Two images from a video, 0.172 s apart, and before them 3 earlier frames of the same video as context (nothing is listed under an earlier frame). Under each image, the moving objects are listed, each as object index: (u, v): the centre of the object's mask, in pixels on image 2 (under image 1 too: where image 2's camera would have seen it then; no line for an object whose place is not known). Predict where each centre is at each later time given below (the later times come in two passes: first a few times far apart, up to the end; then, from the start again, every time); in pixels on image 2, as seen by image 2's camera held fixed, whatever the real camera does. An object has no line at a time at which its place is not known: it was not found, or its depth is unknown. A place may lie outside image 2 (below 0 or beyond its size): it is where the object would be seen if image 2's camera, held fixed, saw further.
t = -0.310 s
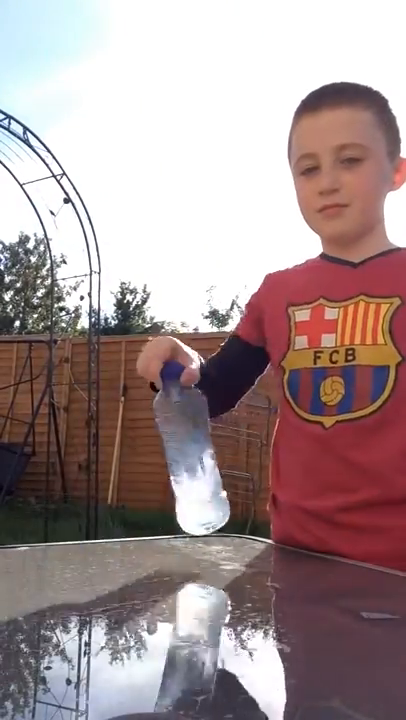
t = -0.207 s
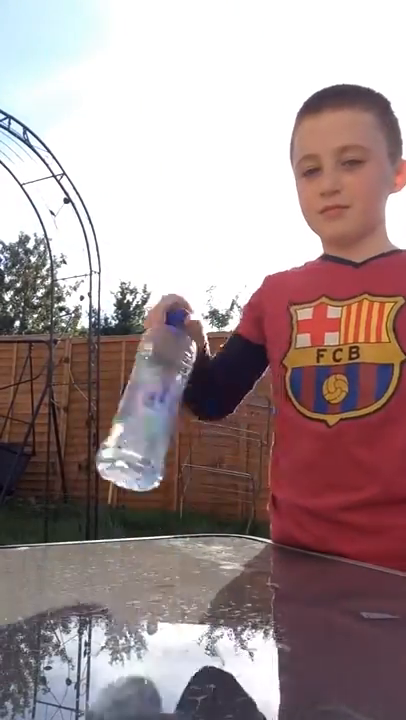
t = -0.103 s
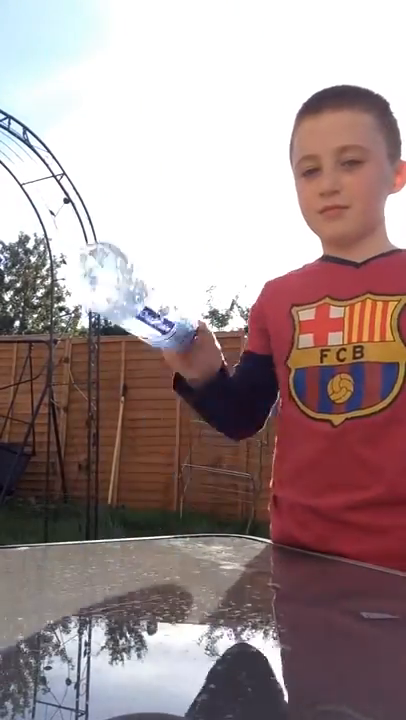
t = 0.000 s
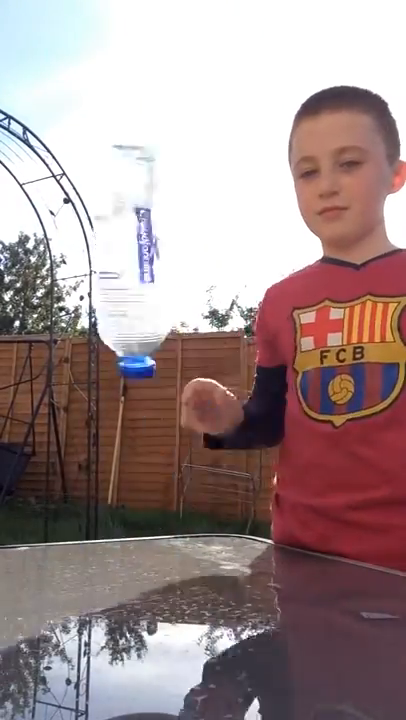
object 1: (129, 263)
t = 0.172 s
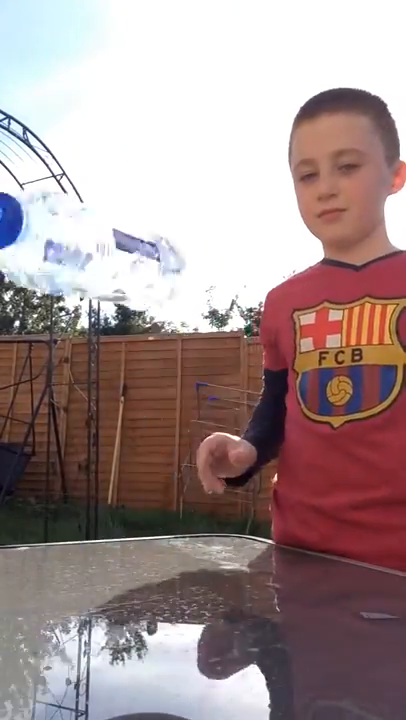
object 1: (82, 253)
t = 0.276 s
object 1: (94, 445)
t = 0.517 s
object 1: (87, 637)
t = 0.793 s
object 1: (85, 637)
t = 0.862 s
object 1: (82, 636)
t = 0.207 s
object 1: (84, 291)
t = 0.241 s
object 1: (87, 351)
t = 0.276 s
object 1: (94, 445)
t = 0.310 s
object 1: (90, 500)
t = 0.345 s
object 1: (84, 533)
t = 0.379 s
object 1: (81, 576)
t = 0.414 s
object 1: (81, 632)
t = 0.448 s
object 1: (83, 636)
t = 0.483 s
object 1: (84, 636)
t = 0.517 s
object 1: (87, 637)
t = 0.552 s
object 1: (88, 638)
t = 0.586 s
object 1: (88, 638)
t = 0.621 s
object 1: (87, 638)
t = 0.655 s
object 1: (88, 638)
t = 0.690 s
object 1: (88, 638)
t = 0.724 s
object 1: (88, 638)
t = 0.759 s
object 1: (86, 638)
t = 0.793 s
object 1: (85, 637)
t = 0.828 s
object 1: (83, 637)
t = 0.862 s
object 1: (82, 636)
